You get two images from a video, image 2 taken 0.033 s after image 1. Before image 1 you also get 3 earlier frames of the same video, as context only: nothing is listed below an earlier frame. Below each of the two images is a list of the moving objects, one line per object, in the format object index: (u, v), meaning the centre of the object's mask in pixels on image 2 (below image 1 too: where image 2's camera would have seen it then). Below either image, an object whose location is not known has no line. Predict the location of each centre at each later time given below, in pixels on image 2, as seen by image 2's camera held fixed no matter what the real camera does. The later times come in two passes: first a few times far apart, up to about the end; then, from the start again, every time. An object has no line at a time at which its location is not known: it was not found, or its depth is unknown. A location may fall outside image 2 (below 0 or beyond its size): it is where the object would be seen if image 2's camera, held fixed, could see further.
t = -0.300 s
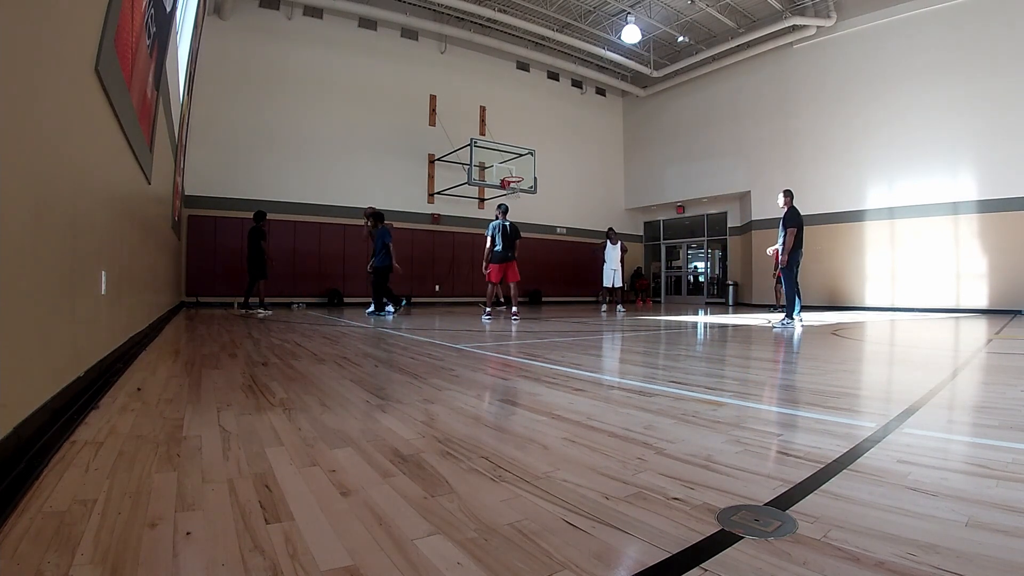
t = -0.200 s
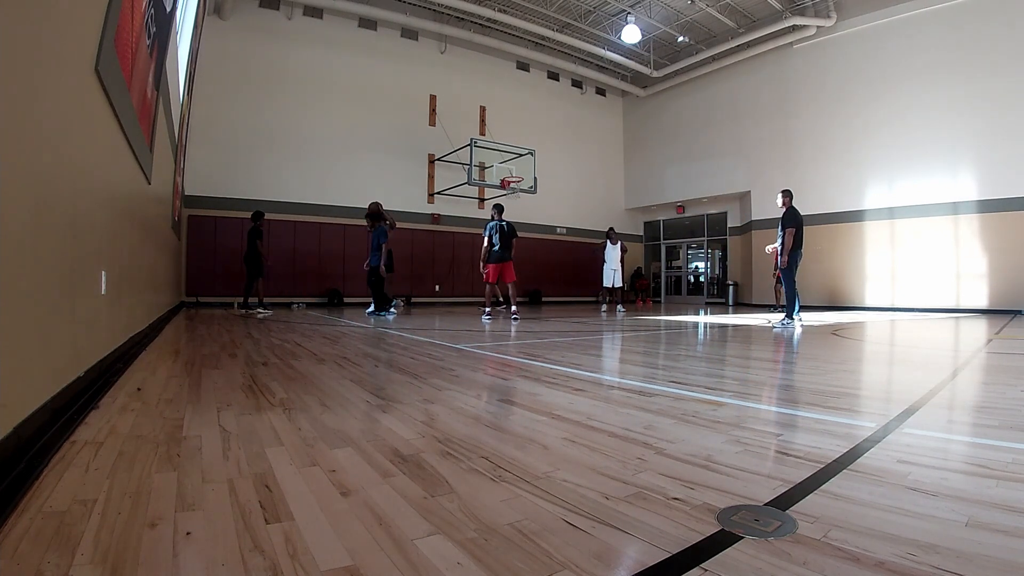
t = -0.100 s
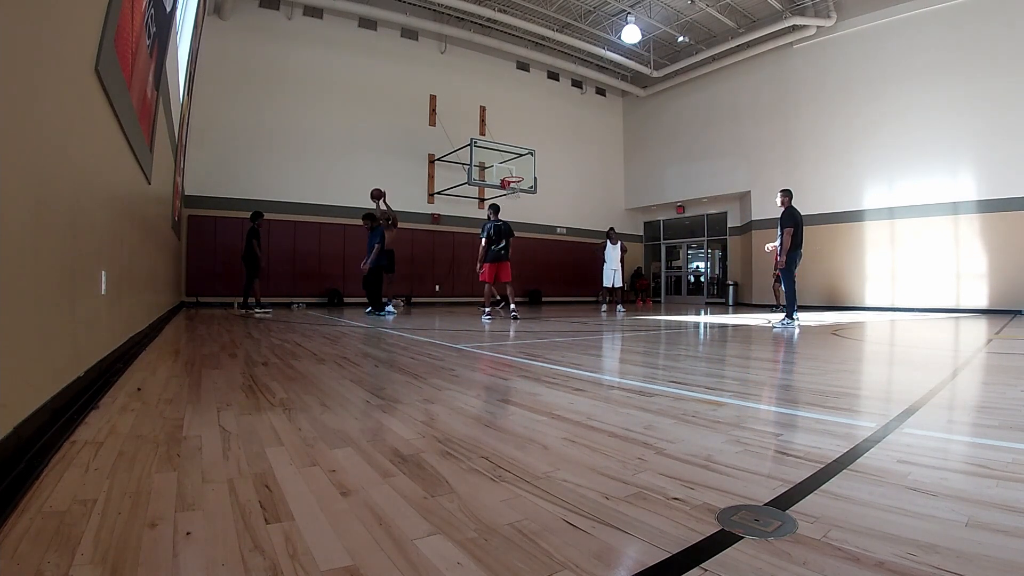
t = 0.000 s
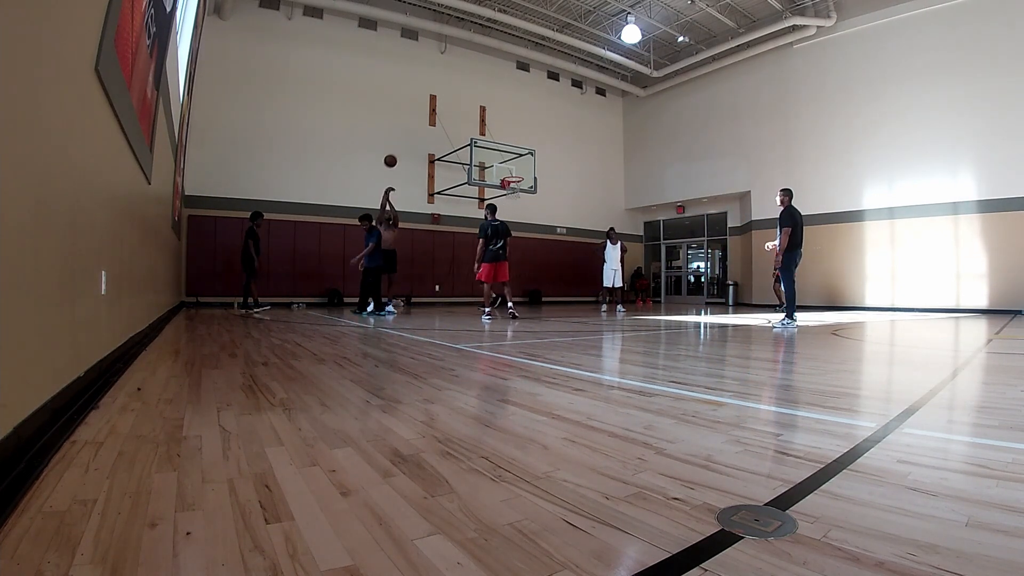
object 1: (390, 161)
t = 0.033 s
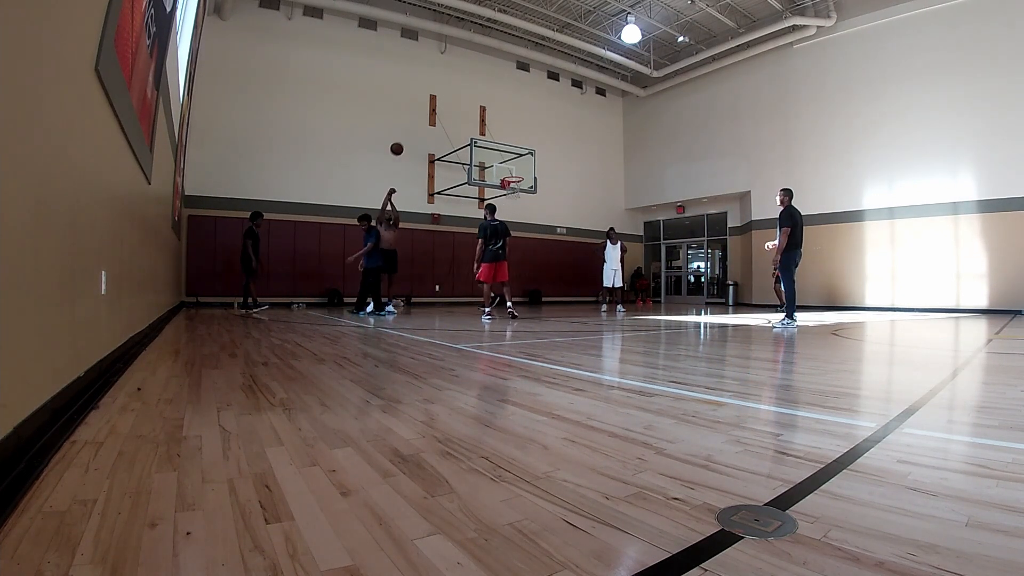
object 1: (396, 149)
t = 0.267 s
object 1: (444, 78)
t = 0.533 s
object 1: (502, 27)
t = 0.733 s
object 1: (551, 11)
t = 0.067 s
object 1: (403, 137)
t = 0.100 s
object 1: (410, 126)
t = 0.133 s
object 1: (416, 115)
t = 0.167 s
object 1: (423, 105)
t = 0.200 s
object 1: (430, 96)
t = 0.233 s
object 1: (437, 87)
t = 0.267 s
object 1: (444, 78)
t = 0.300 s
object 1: (451, 70)
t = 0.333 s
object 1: (458, 62)
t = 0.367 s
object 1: (466, 55)
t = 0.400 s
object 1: (473, 48)
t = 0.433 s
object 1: (480, 42)
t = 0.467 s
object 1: (488, 36)
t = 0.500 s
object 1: (495, 31)
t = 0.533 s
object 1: (502, 27)
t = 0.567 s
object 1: (510, 23)
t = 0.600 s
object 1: (518, 19)
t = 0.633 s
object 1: (526, 16)
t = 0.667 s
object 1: (534, 14)
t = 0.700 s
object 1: (542, 12)
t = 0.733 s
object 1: (551, 11)
